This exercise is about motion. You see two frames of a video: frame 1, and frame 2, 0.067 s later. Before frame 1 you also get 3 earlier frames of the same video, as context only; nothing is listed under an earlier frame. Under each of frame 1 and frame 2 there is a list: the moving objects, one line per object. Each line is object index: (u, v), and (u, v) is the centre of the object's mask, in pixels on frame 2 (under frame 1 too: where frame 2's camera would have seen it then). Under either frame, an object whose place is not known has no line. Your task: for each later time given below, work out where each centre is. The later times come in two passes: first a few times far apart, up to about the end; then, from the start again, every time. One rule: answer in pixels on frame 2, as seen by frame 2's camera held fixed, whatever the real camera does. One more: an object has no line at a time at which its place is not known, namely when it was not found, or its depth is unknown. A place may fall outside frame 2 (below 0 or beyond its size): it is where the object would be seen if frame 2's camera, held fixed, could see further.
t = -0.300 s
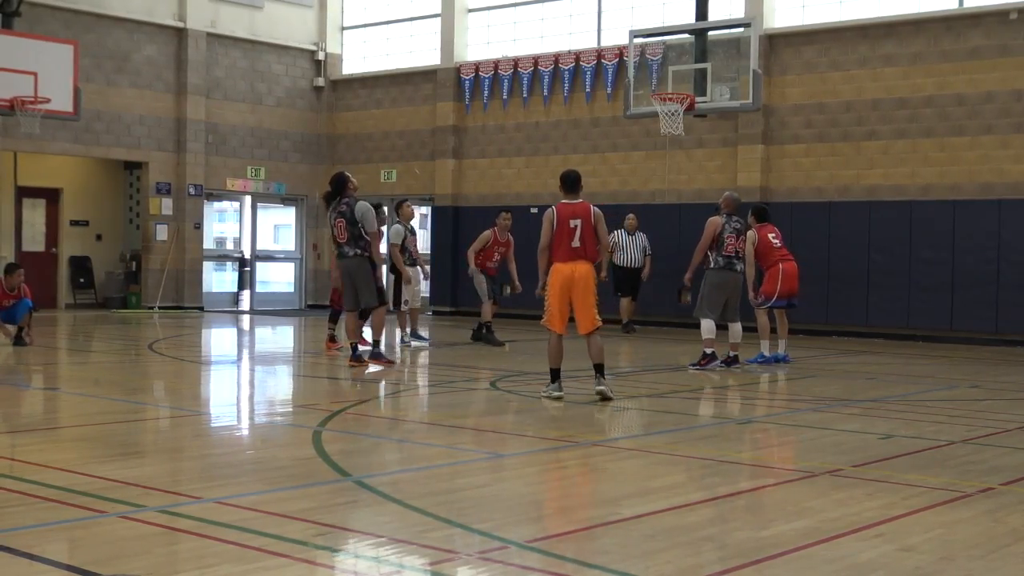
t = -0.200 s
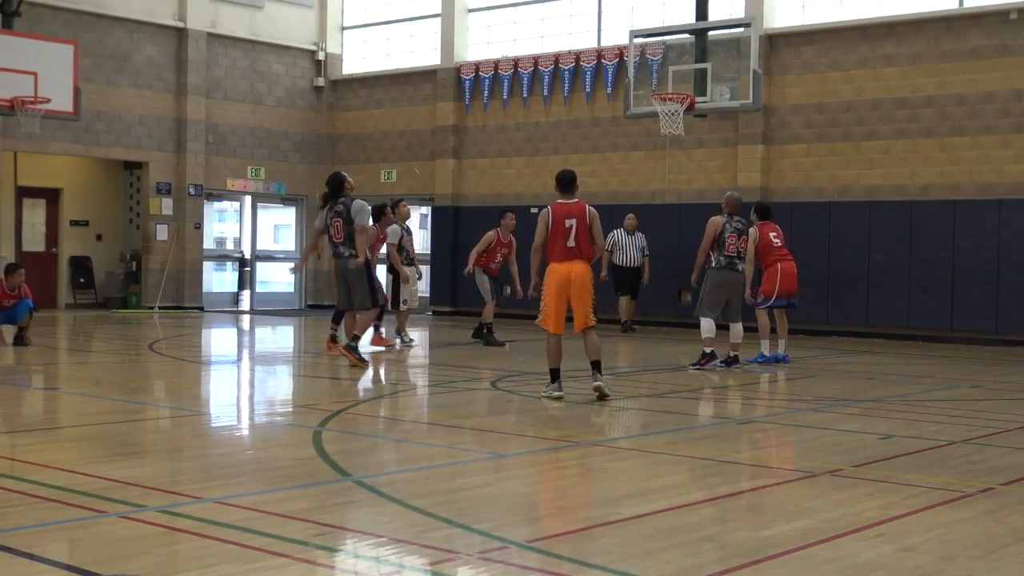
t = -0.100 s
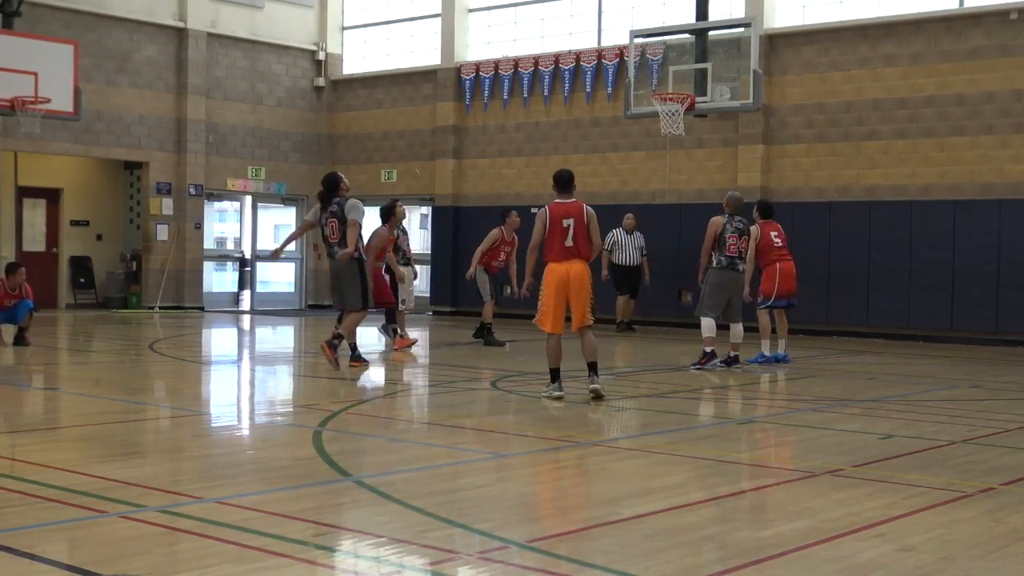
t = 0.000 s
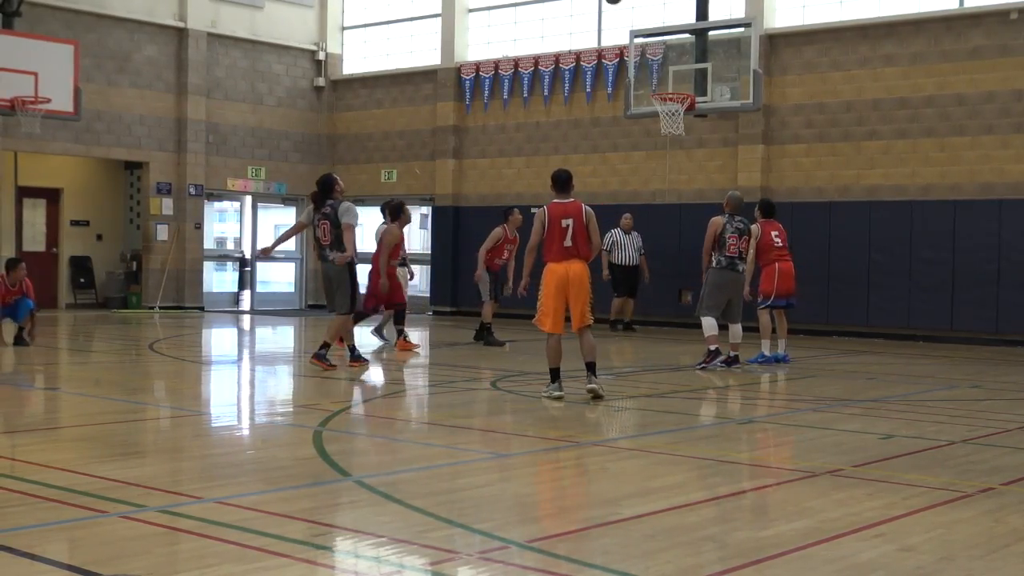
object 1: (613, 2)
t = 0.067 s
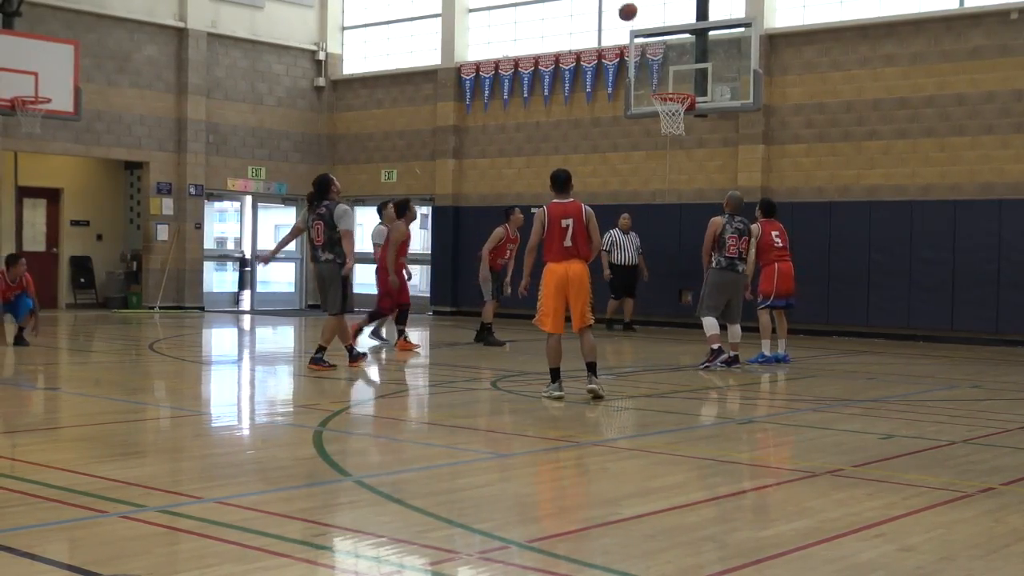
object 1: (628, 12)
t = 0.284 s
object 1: (668, 86)
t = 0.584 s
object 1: (679, 189)
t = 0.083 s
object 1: (631, 16)
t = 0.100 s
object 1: (634, 22)
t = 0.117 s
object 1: (638, 28)
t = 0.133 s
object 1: (641, 32)
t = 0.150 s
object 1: (644, 38)
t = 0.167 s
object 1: (647, 43)
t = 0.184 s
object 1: (649, 49)
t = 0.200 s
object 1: (652, 55)
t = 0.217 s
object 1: (656, 61)
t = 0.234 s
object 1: (658, 67)
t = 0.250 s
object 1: (661, 73)
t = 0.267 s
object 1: (665, 81)
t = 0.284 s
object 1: (668, 86)
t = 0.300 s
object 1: (671, 90)
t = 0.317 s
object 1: (670, 103)
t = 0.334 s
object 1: (671, 106)
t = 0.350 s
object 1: (670, 113)
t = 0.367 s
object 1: (670, 119)
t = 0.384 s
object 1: (676, 124)
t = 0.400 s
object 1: (675, 129)
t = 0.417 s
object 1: (676, 130)
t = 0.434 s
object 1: (677, 135)
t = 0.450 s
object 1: (677, 141)
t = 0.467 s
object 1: (677, 146)
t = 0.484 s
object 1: (677, 151)
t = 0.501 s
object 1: (677, 157)
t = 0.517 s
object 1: (678, 163)
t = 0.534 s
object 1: (678, 169)
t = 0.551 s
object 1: (678, 175)
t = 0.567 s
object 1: (678, 182)
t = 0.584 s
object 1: (679, 189)
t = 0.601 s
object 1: (679, 196)
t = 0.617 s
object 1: (680, 202)
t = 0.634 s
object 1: (680, 210)
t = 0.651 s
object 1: (680, 217)
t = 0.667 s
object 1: (680, 224)
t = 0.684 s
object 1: (680, 232)
